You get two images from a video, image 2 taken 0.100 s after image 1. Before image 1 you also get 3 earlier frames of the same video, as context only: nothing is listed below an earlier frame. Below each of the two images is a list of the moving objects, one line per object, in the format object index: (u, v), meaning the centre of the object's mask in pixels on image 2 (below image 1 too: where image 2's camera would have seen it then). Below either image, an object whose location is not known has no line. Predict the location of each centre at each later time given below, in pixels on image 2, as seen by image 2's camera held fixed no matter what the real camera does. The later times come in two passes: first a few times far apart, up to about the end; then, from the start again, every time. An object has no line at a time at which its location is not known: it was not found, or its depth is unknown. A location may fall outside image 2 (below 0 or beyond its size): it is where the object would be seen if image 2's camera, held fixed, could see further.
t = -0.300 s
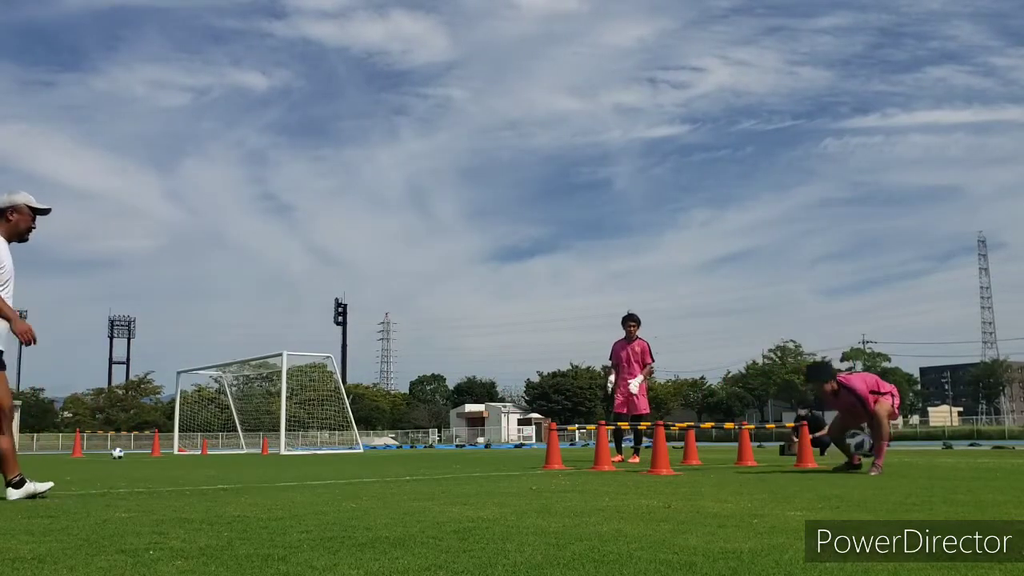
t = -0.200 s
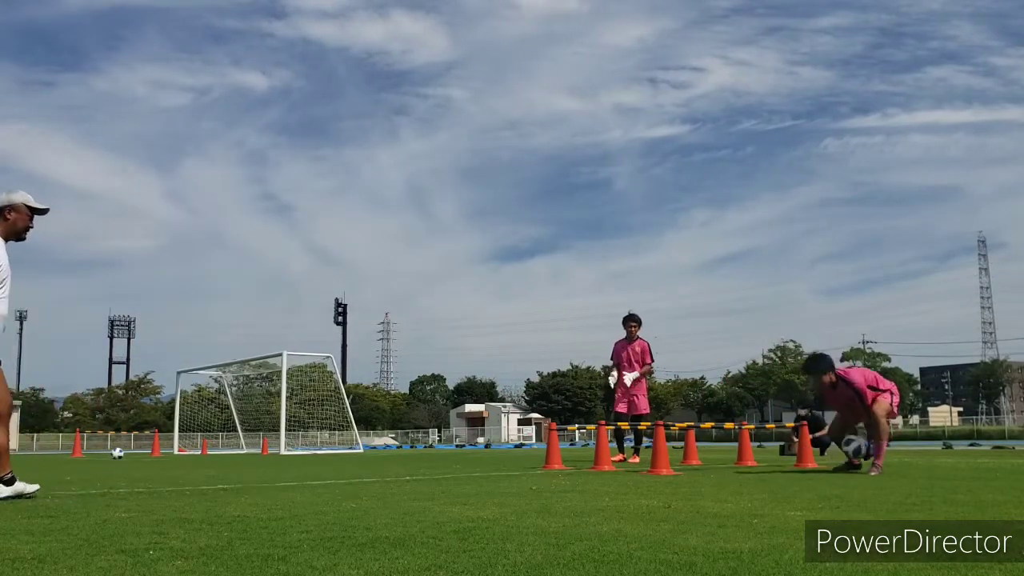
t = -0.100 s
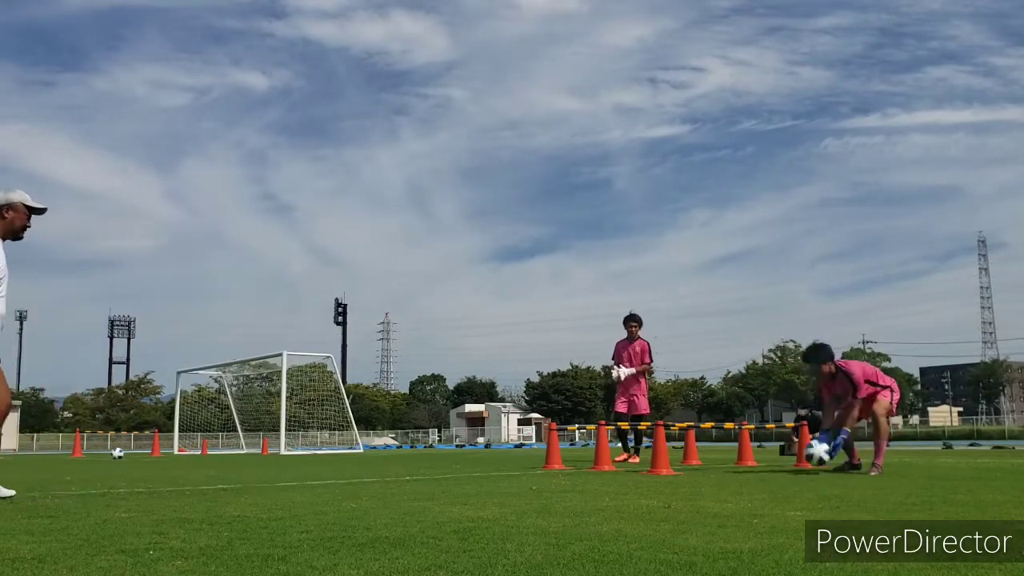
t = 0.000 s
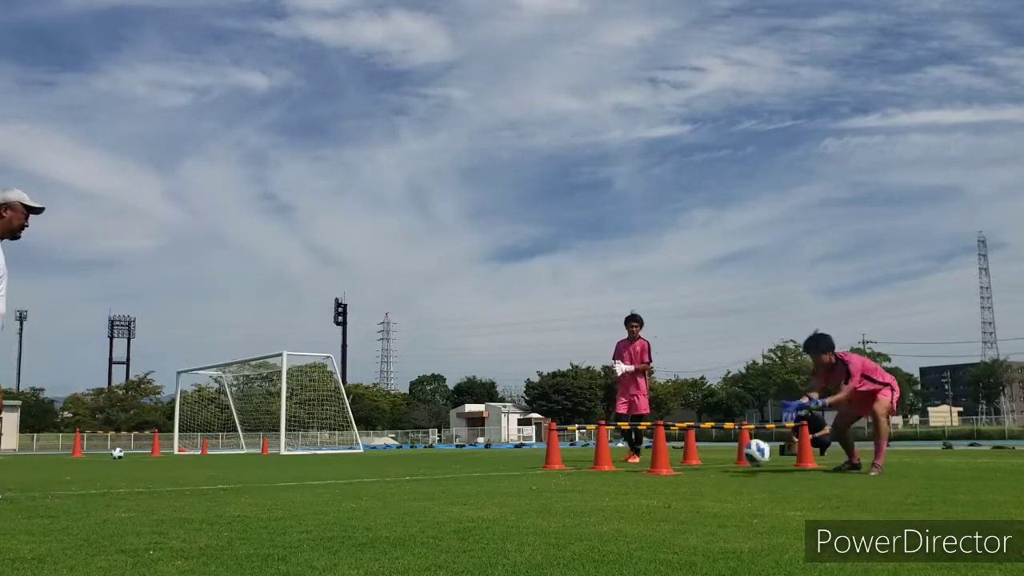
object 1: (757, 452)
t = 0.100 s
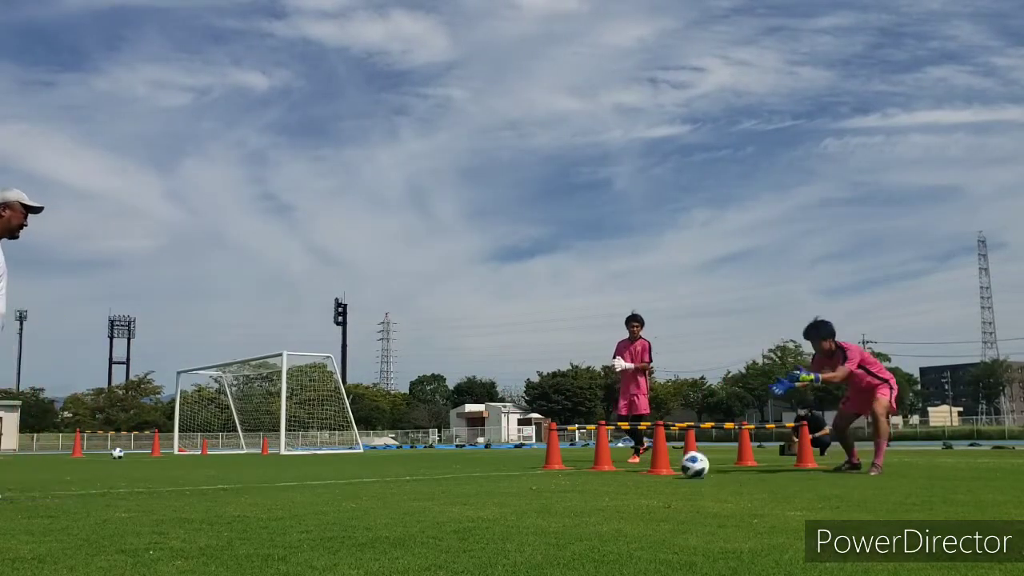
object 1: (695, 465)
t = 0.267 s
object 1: (606, 459)
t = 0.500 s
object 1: (481, 468)
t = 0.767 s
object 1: (329, 472)
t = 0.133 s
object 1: (676, 464)
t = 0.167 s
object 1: (660, 460)
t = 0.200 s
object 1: (641, 458)
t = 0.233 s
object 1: (624, 457)
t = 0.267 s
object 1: (606, 459)
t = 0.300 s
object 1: (587, 462)
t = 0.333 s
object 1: (570, 466)
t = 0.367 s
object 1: (552, 466)
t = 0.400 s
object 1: (534, 466)
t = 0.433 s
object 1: (517, 466)
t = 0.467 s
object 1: (499, 468)
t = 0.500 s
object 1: (481, 468)
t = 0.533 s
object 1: (463, 468)
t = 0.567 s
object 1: (444, 469)
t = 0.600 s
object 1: (426, 470)
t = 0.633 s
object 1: (407, 470)
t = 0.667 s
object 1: (388, 471)
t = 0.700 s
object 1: (368, 472)
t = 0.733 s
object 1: (348, 473)
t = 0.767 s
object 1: (329, 472)
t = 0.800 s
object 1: (309, 472)
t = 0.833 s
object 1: (289, 474)
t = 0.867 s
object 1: (268, 475)
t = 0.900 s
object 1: (247, 475)
